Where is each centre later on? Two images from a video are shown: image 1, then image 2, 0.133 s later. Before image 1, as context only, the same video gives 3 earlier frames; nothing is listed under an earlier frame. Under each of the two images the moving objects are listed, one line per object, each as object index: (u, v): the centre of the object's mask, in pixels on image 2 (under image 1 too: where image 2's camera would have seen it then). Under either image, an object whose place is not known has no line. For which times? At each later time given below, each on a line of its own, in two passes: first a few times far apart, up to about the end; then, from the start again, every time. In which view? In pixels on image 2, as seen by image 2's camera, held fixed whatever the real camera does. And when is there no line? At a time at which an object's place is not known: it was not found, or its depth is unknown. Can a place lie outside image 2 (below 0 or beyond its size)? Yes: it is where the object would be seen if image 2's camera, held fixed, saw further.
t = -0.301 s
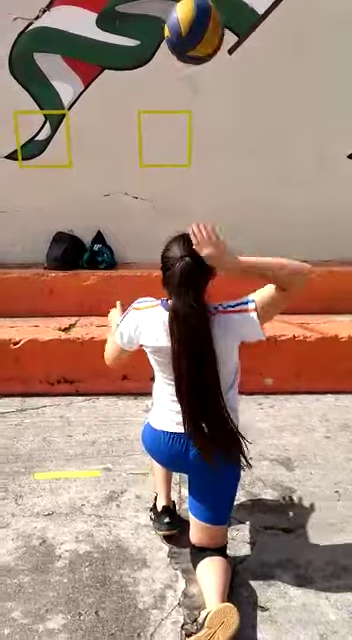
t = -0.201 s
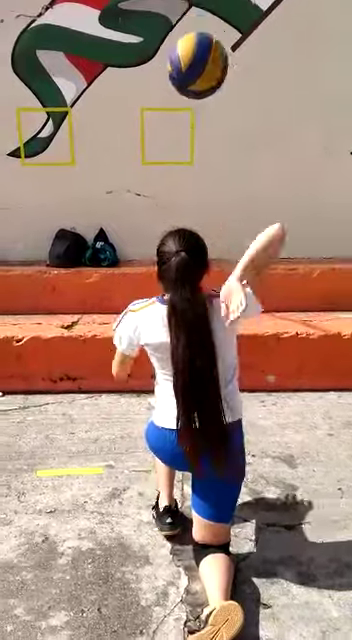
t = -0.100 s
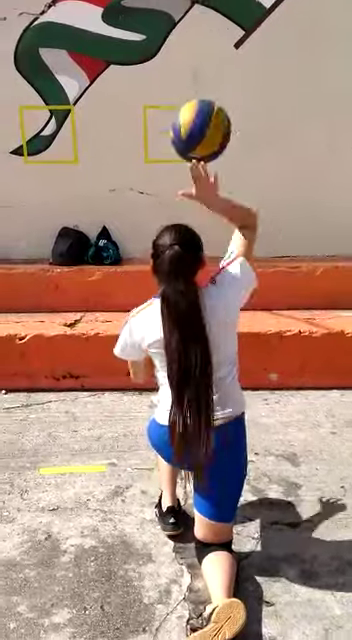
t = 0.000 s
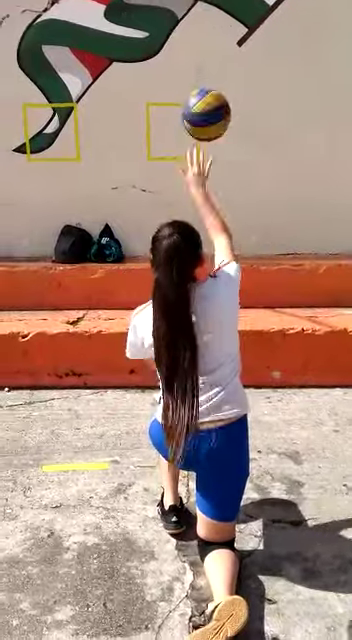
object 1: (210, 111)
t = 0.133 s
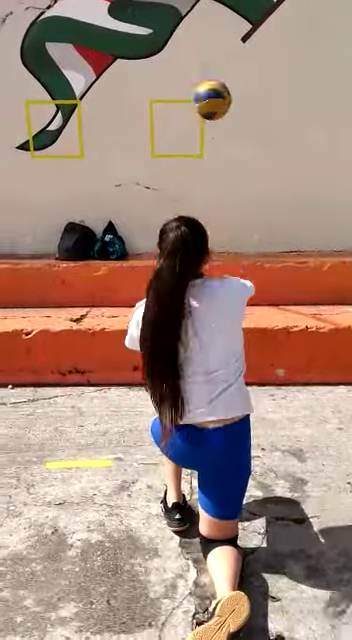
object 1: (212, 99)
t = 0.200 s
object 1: (212, 107)
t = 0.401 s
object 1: (224, 132)
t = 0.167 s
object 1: (212, 103)
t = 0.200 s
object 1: (212, 107)
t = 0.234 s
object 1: (213, 113)
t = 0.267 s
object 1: (213, 121)
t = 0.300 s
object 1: (215, 122)
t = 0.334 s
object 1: (218, 123)
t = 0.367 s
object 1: (221, 127)
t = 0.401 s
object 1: (224, 132)
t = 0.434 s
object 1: (228, 141)
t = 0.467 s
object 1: (231, 151)
